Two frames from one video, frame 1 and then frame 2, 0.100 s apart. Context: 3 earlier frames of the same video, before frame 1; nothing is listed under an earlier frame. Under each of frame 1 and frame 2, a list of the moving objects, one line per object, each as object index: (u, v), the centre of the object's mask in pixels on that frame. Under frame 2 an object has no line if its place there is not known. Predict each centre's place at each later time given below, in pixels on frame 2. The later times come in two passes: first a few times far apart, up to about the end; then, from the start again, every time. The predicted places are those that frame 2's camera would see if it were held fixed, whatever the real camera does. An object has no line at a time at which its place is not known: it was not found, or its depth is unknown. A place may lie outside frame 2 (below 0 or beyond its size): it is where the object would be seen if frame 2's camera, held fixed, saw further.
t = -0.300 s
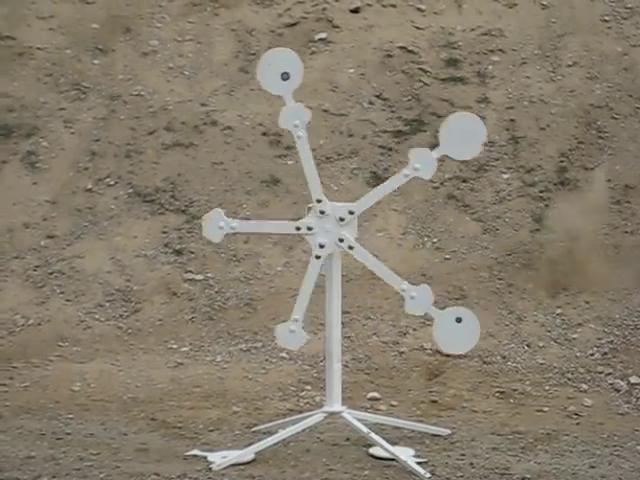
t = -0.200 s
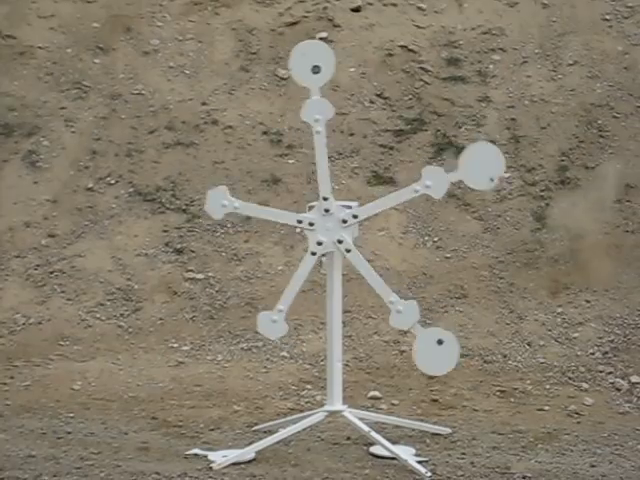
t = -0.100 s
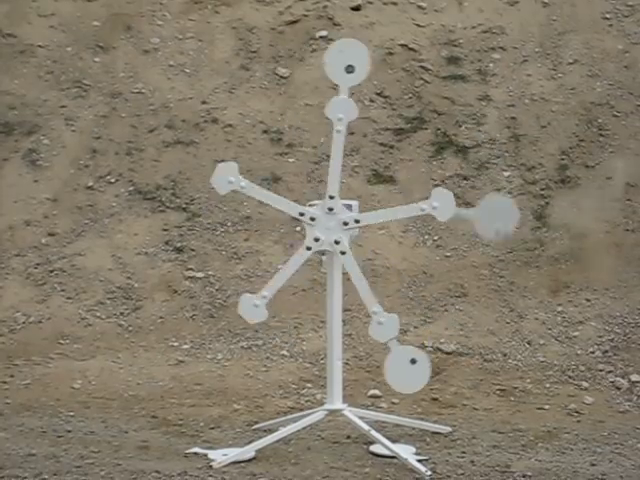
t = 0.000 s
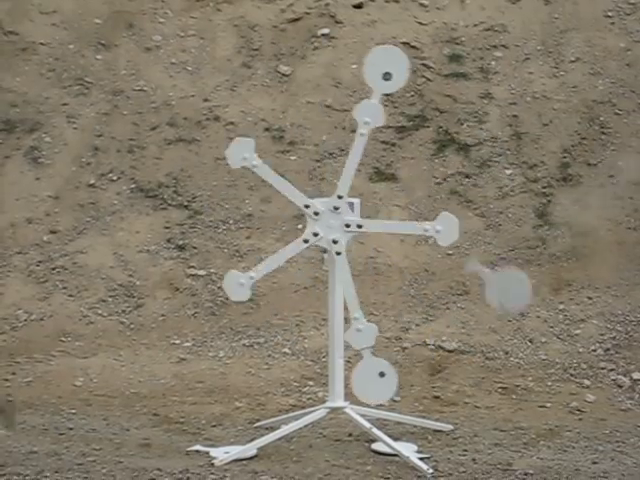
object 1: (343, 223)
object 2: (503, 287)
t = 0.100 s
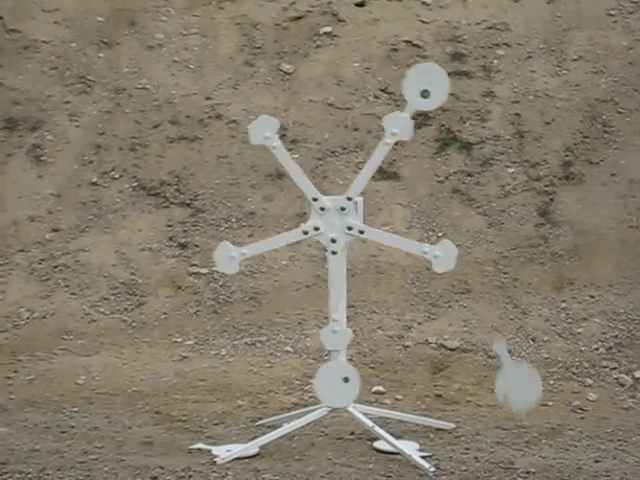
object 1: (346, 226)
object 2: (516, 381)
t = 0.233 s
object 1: (344, 228)
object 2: (528, 425)
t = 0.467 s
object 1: (359, 222)
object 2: (543, 447)
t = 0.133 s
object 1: (346, 230)
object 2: (519, 417)
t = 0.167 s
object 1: (345, 227)
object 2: (522, 427)
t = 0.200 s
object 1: (345, 227)
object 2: (525, 425)
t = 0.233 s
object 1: (344, 228)
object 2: (528, 425)
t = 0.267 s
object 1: (344, 228)
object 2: (532, 427)
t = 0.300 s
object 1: (344, 230)
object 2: (535, 428)
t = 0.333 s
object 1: (343, 230)
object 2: (537, 429)
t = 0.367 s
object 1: (342, 231)
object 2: (539, 432)
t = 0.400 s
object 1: (343, 231)
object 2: (541, 436)
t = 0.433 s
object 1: (359, 222)
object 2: (543, 441)
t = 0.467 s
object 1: (359, 222)
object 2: (543, 447)
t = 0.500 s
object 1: (358, 228)
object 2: (543, 446)
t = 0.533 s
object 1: (357, 232)
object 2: (543, 445)
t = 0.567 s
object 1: (355, 235)
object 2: (541, 446)
